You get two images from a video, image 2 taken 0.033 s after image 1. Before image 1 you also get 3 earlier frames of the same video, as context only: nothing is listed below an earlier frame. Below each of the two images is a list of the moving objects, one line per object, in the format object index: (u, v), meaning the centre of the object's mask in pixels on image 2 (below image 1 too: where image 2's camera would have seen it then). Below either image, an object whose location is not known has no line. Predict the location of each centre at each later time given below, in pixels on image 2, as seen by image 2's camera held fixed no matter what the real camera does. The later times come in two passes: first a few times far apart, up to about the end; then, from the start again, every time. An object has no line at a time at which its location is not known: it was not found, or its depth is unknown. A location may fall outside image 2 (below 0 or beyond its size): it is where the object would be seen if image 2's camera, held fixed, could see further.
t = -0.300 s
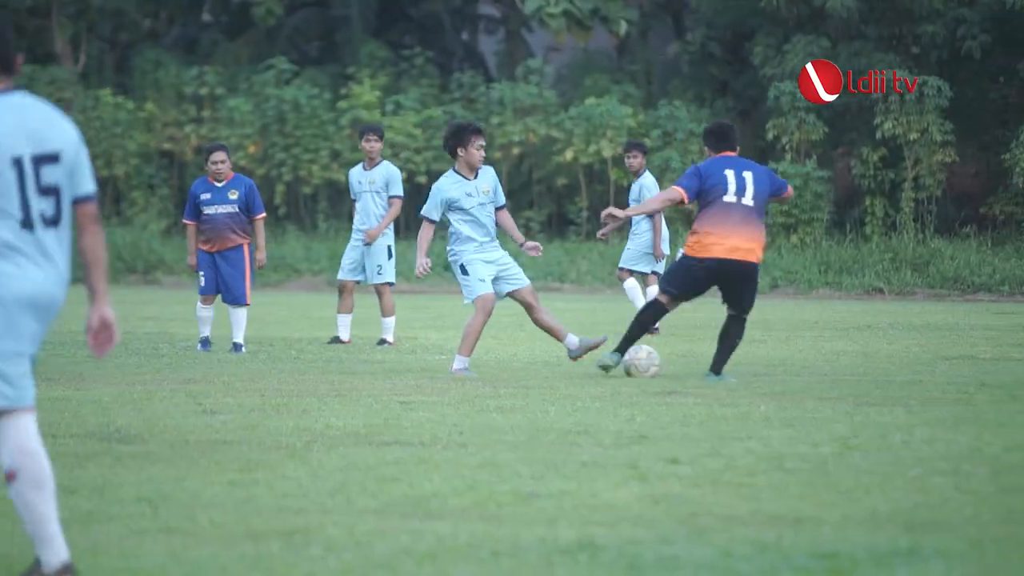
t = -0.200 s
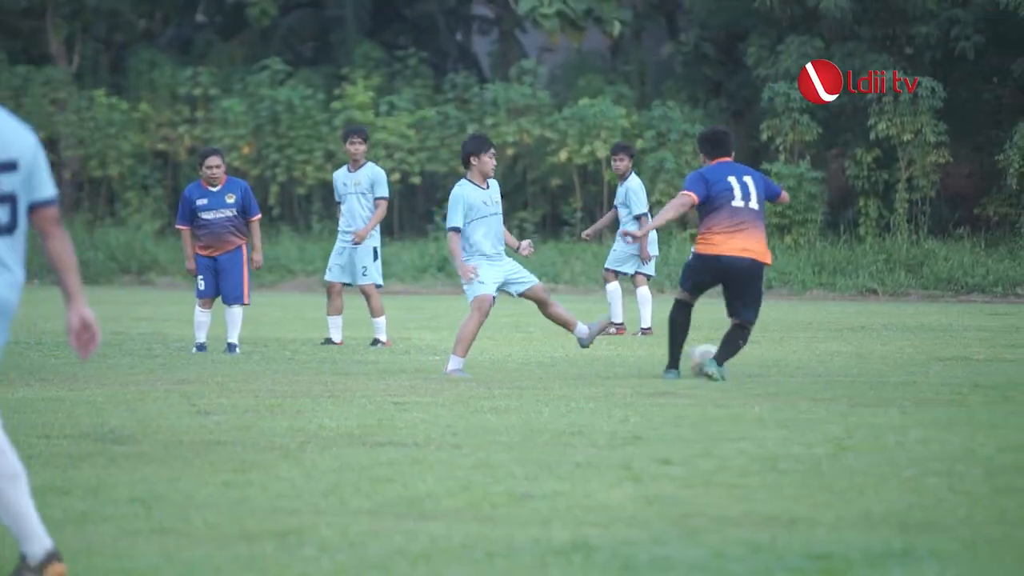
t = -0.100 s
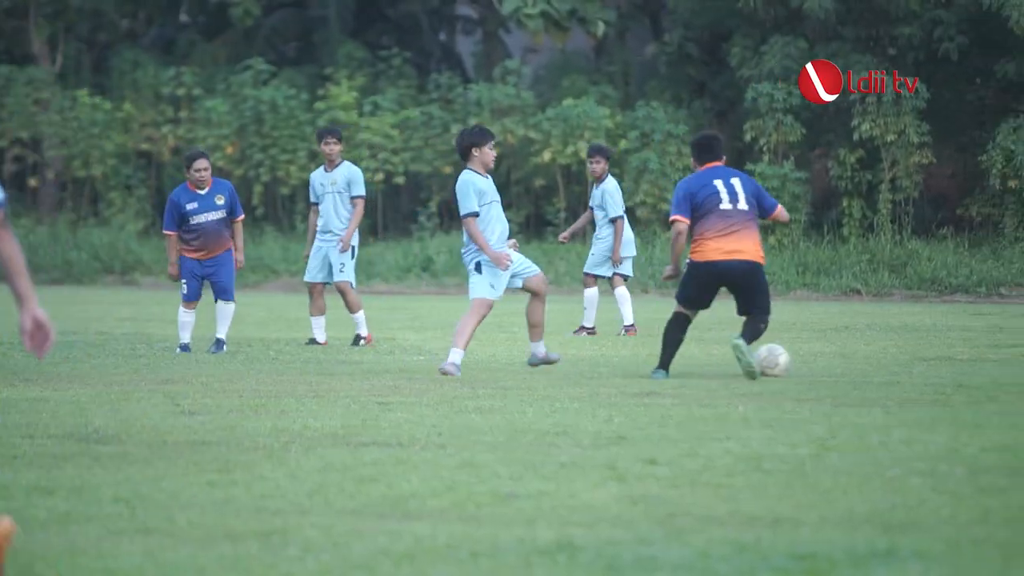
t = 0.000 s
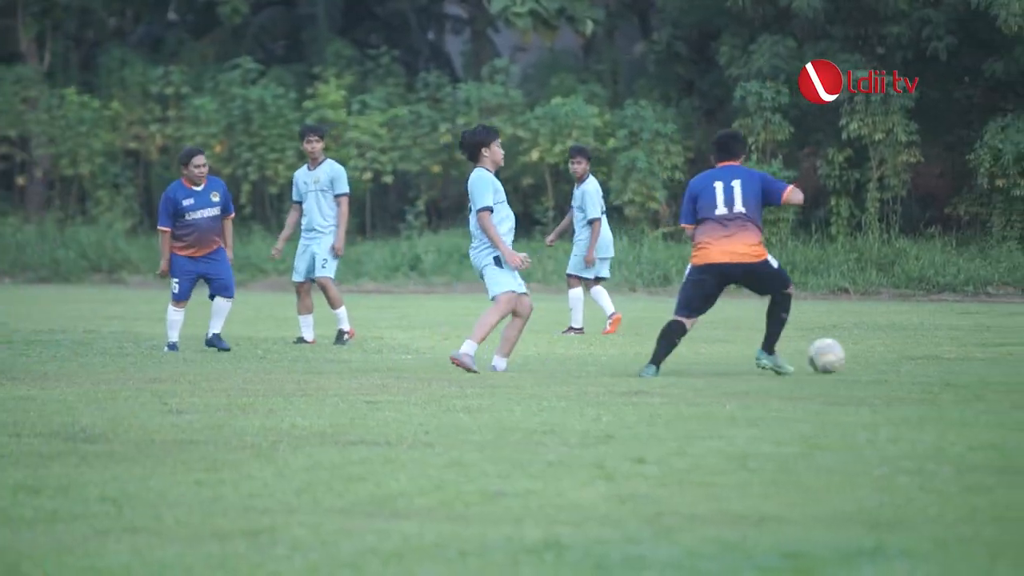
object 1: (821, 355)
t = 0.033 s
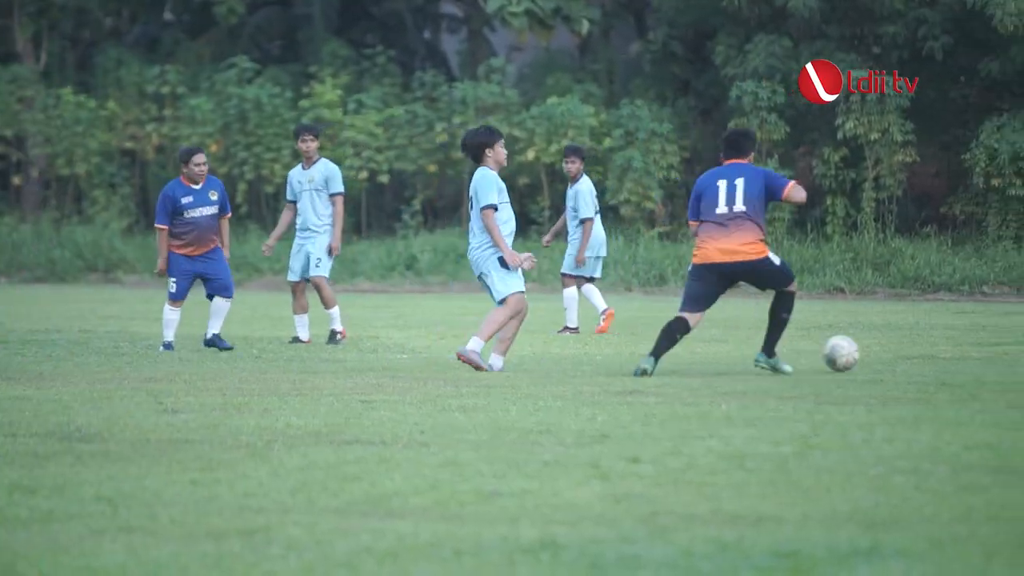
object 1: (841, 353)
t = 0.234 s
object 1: (947, 352)
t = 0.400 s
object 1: (1021, 355)
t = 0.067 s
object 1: (859, 353)
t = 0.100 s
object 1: (879, 354)
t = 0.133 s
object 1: (899, 356)
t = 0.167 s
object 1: (917, 358)
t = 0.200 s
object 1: (934, 355)
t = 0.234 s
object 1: (947, 352)
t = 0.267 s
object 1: (962, 350)
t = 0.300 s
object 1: (977, 349)
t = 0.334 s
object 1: (991, 351)
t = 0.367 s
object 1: (1007, 353)
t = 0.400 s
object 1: (1021, 355)
